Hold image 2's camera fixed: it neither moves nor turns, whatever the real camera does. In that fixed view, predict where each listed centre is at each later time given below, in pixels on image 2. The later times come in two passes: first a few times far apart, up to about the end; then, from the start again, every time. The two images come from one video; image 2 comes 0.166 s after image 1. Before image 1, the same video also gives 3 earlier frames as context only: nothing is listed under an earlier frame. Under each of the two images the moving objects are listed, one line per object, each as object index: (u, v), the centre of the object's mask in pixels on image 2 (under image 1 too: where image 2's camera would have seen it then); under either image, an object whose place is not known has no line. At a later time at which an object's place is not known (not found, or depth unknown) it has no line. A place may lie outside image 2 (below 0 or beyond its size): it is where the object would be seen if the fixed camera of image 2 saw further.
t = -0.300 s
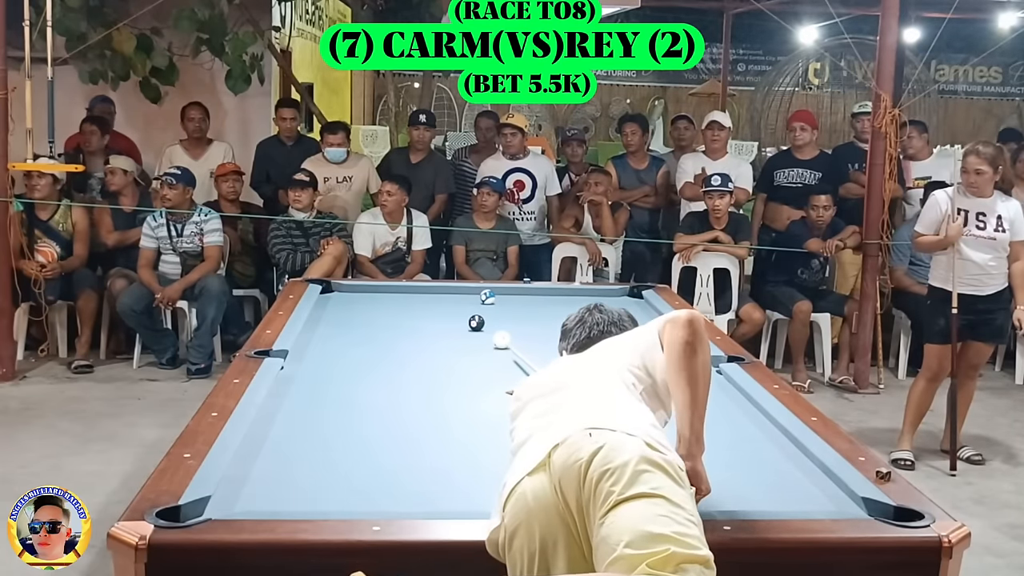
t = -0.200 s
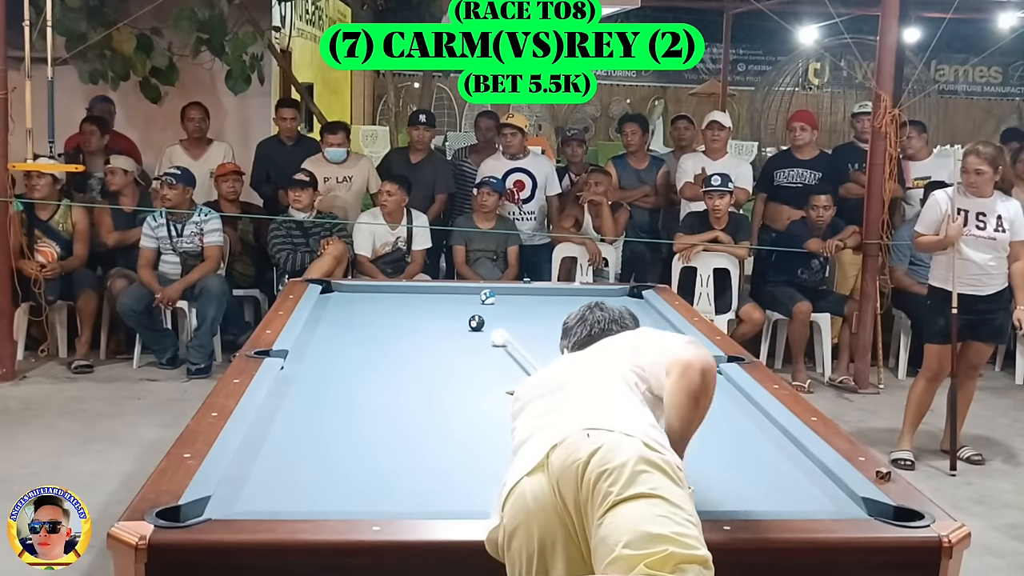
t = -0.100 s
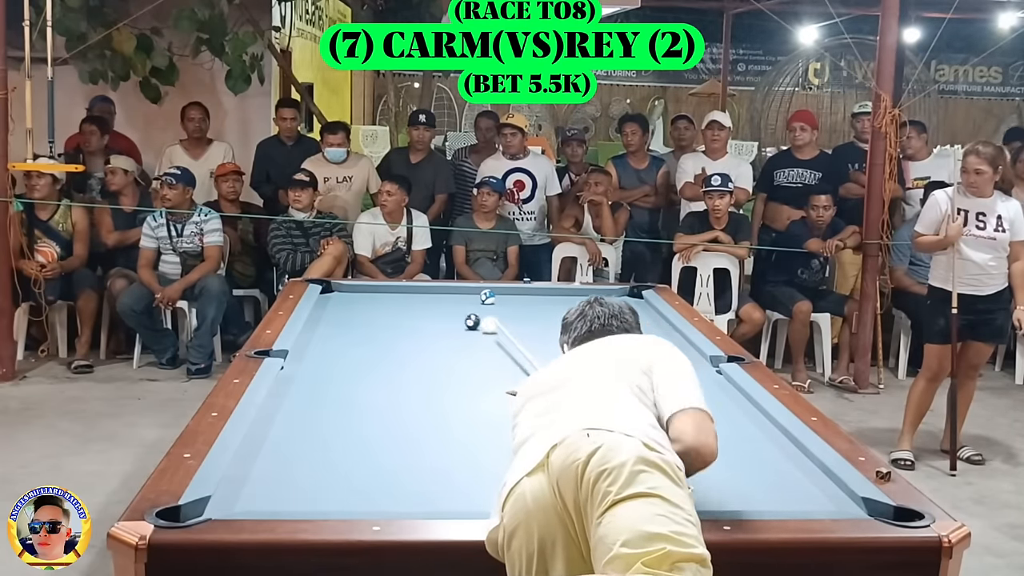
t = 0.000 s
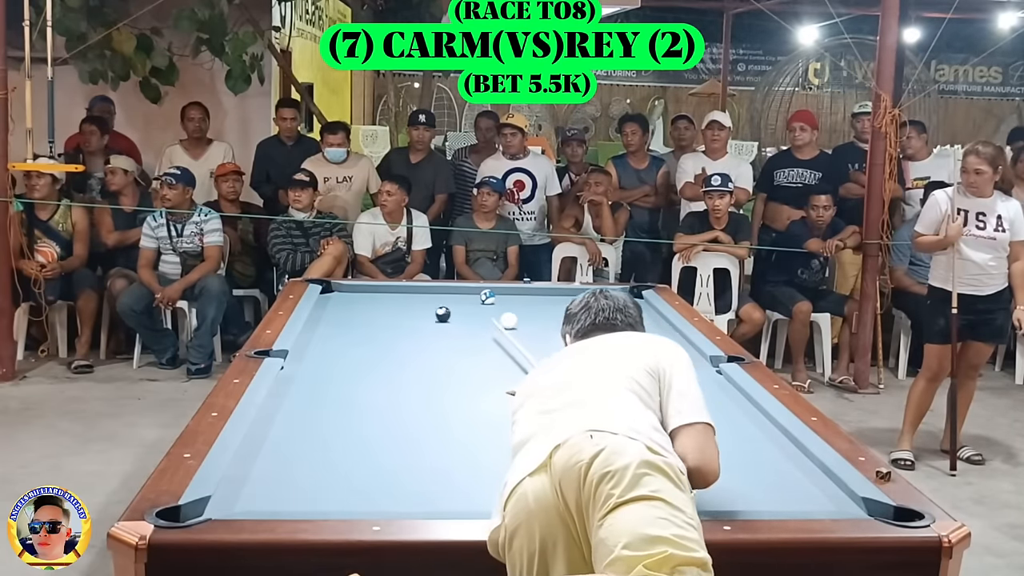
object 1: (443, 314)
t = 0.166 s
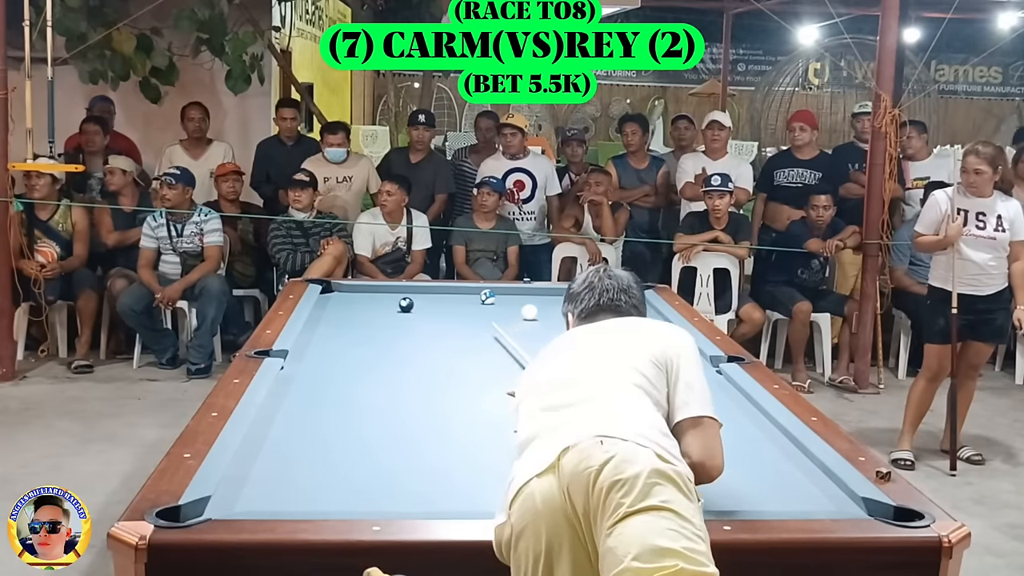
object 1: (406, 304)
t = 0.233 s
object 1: (393, 301)
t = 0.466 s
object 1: (350, 291)
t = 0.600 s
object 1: (331, 287)
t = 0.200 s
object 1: (399, 303)
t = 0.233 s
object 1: (393, 301)
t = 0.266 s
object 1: (386, 300)
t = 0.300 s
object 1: (380, 298)
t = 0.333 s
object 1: (374, 297)
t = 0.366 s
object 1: (368, 295)
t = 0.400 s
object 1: (362, 293)
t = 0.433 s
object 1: (356, 292)
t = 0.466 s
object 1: (350, 291)
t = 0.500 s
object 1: (344, 289)
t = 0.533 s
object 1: (339, 288)
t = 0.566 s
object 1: (335, 287)
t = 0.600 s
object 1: (331, 287)
